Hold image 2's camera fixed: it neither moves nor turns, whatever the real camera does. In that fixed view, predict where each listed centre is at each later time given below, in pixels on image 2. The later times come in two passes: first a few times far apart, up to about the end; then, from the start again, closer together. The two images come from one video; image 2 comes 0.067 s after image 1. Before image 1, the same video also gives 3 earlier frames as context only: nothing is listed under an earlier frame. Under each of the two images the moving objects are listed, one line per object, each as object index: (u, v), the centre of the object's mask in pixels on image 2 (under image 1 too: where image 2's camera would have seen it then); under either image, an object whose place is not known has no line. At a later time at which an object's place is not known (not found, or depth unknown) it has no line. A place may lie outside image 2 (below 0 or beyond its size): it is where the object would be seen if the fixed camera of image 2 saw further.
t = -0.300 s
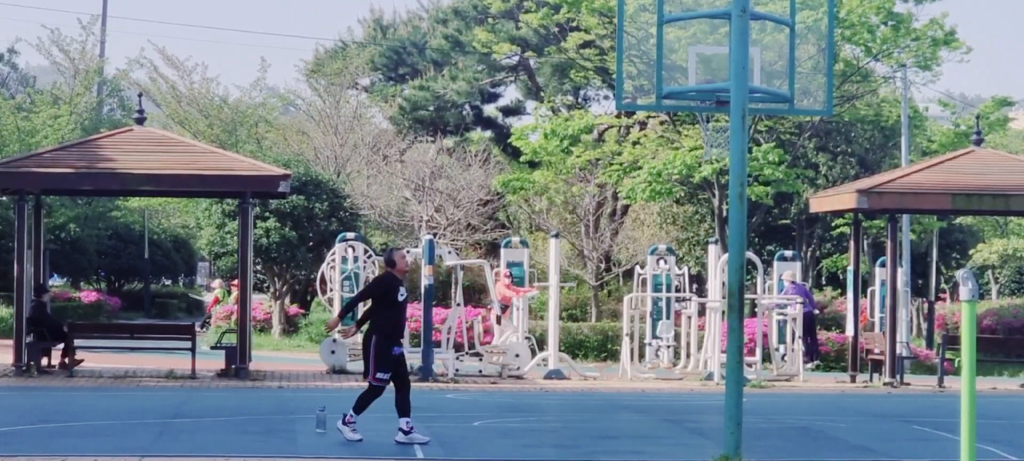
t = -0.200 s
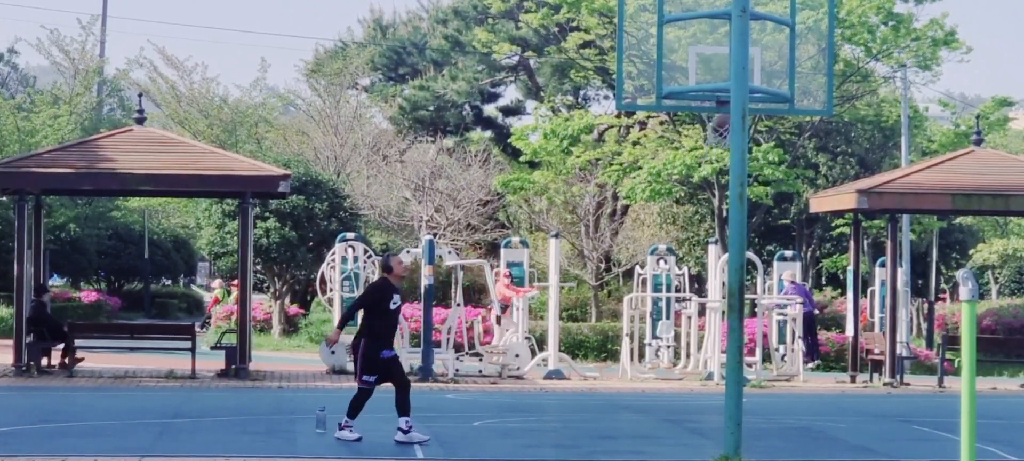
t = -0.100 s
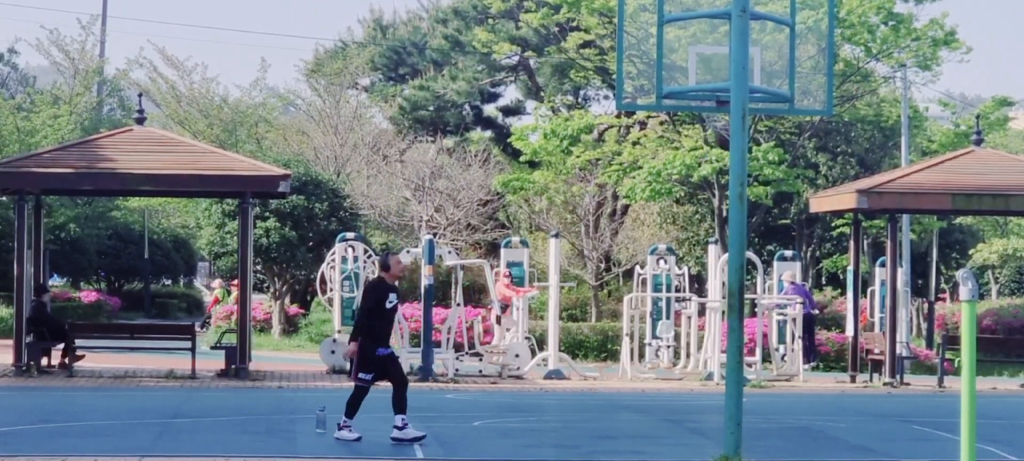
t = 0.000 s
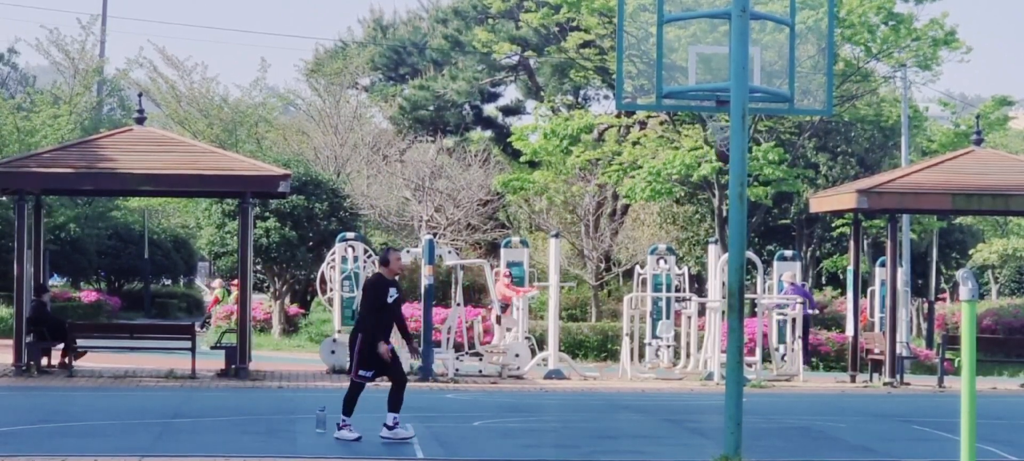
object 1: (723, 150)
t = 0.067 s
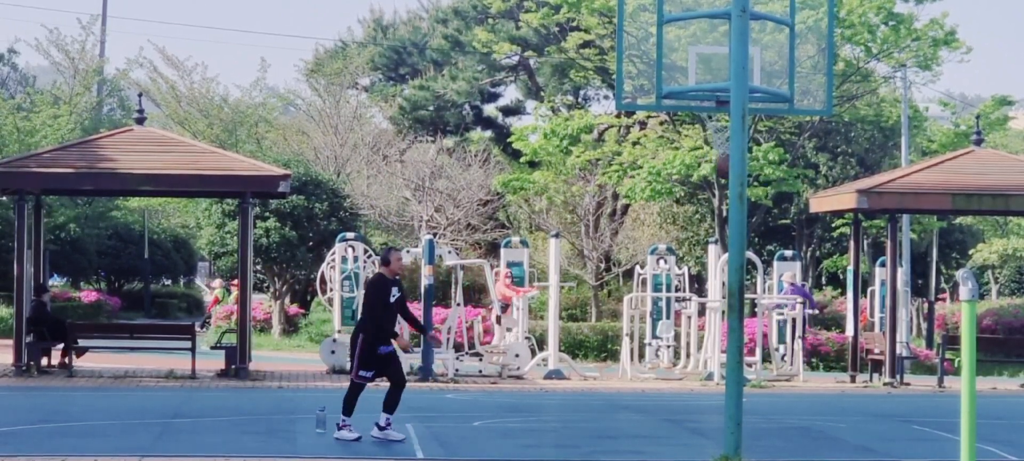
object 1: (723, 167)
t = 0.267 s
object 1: (722, 243)
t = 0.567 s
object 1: (716, 441)
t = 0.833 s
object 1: (709, 314)
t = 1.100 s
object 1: (693, 270)
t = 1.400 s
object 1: (674, 316)
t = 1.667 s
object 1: (656, 447)
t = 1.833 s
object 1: (648, 379)
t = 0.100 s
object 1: (722, 175)
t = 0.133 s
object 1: (722, 185)
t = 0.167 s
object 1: (722, 198)
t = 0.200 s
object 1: (722, 211)
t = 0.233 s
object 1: (722, 227)
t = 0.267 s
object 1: (722, 243)
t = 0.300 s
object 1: (721, 260)
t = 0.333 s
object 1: (721, 279)
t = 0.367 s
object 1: (721, 300)
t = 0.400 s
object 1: (720, 321)
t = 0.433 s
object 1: (720, 344)
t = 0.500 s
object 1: (718, 394)
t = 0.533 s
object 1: (717, 421)
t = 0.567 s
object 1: (716, 441)
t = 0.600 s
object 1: (716, 421)
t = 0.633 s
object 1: (715, 402)
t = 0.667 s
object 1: (715, 385)
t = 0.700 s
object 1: (714, 368)
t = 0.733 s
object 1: (713, 353)
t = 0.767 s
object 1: (712, 338)
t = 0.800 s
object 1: (710, 326)
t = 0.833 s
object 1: (709, 314)
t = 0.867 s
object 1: (707, 304)
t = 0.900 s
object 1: (704, 295)
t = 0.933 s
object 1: (703, 287)
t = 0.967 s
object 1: (701, 281)
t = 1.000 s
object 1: (699, 276)
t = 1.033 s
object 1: (697, 272)
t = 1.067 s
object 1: (695, 271)
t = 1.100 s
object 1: (693, 270)
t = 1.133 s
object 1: (691, 269)
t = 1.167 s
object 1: (690, 270)
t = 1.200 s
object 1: (687, 272)
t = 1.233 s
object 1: (685, 276)
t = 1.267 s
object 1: (683, 282)
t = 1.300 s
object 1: (681, 288)
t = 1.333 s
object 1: (678, 296)
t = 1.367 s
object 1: (676, 306)
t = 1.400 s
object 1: (674, 316)
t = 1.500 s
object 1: (667, 357)
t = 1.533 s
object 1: (665, 373)
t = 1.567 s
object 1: (662, 390)
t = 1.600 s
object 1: (660, 409)
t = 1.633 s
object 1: (658, 429)
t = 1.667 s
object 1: (656, 447)
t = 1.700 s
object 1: (654, 431)
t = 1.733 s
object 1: (653, 416)
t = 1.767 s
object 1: (651, 402)
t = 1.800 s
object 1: (650, 390)
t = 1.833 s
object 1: (648, 379)
